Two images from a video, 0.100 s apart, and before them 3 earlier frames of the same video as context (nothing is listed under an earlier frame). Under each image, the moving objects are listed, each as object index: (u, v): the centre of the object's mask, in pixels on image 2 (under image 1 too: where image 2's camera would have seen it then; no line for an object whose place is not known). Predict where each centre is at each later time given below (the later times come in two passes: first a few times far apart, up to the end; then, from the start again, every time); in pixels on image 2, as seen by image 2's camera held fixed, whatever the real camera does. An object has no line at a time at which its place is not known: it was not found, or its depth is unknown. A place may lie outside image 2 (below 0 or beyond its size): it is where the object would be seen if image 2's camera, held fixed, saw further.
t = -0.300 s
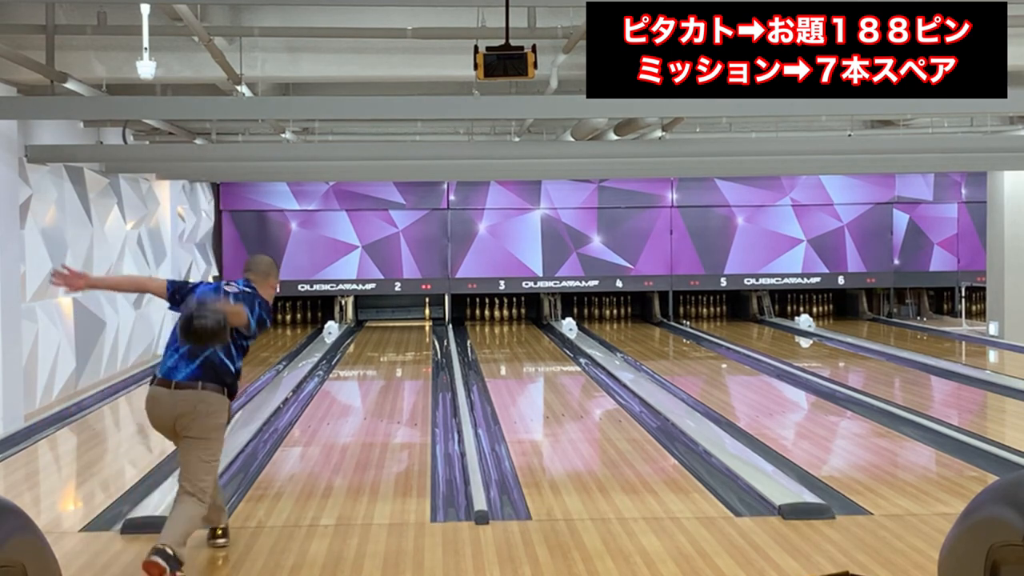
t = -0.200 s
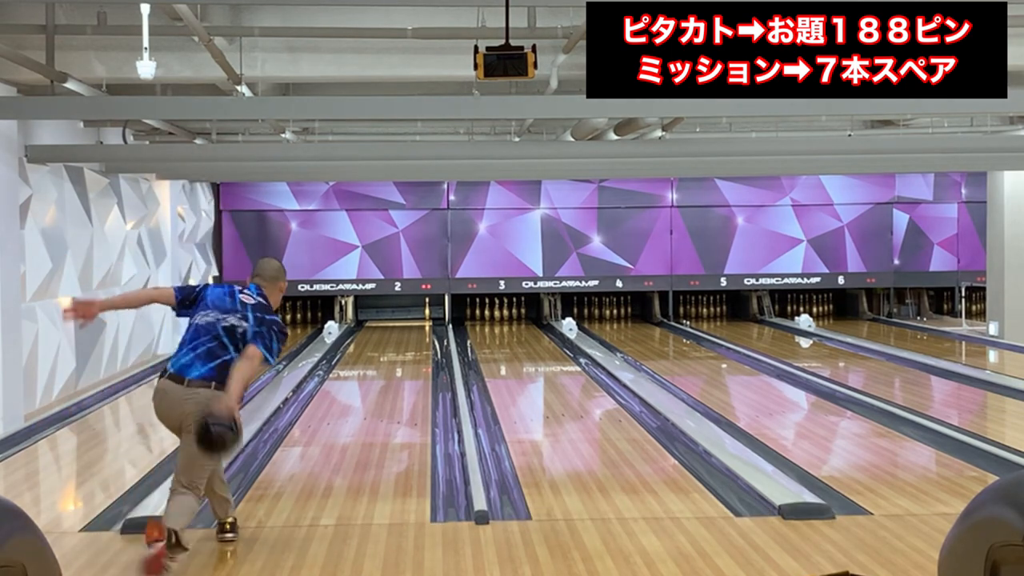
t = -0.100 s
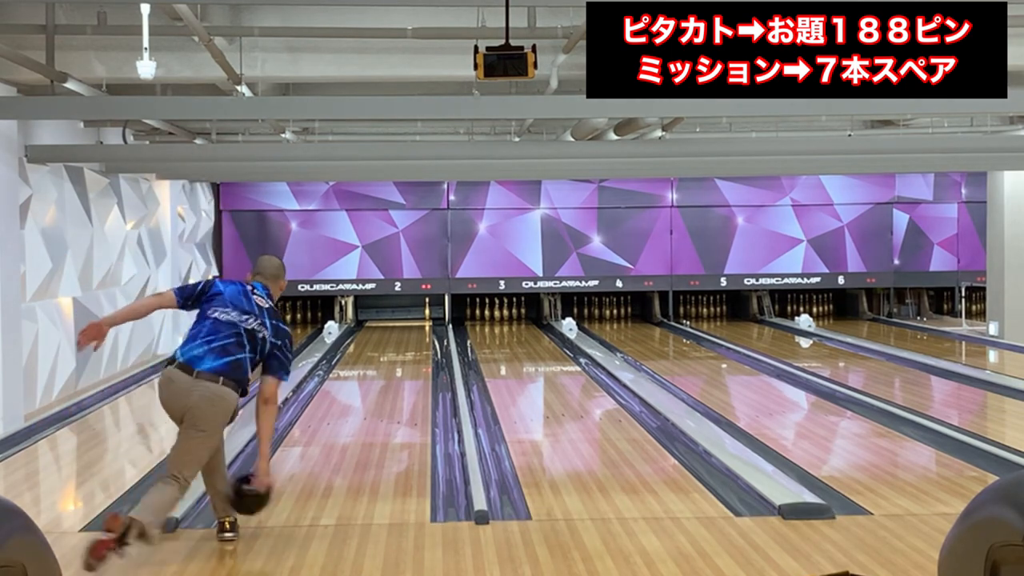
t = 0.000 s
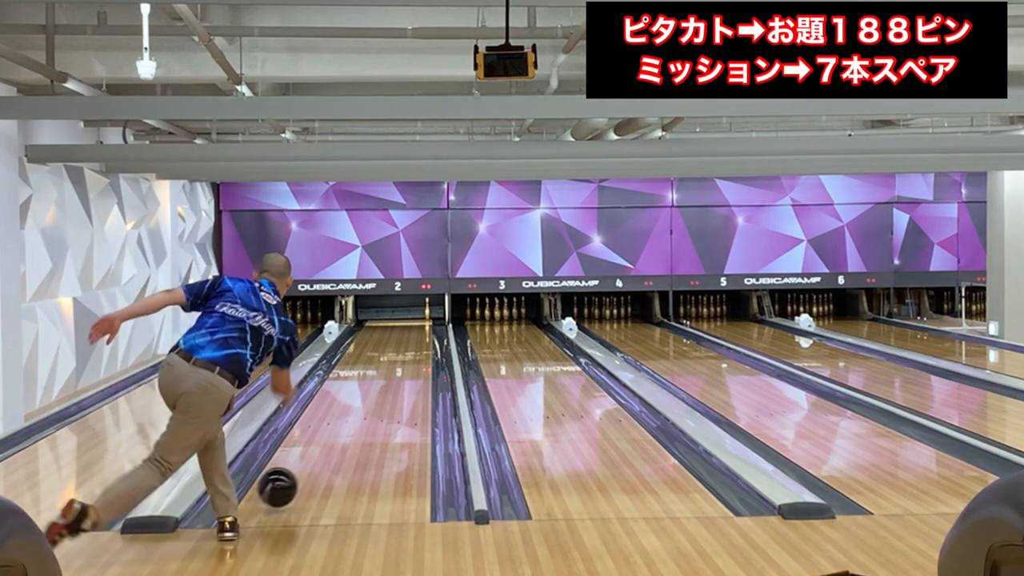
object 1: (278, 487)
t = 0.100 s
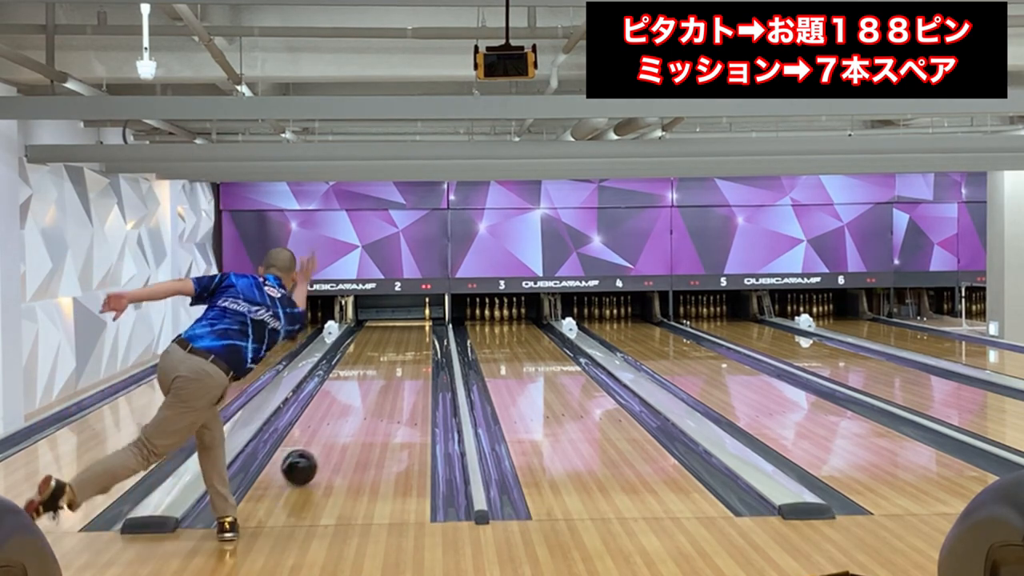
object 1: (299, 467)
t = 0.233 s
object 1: (322, 443)
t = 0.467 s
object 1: (352, 408)
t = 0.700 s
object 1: (373, 384)
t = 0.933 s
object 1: (389, 366)
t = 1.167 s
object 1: (401, 352)
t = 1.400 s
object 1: (410, 340)
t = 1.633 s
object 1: (417, 330)
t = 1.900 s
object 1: (423, 321)
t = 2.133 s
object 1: (425, 315)
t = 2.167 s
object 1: (425, 314)
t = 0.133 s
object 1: (305, 461)
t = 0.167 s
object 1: (311, 454)
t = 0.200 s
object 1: (317, 448)
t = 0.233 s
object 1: (322, 443)
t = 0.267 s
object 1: (327, 437)
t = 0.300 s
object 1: (332, 431)
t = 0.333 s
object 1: (336, 426)
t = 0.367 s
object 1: (340, 421)
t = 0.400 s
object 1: (344, 417)
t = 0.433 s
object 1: (348, 412)
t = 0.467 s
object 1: (352, 408)
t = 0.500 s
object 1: (355, 404)
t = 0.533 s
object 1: (359, 401)
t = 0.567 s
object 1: (362, 397)
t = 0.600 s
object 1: (365, 394)
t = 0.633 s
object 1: (368, 390)
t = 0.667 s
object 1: (371, 387)
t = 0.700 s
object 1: (373, 384)
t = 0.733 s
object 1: (376, 381)
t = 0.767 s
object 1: (378, 378)
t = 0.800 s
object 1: (381, 376)
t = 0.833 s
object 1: (383, 373)
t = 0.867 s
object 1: (385, 371)
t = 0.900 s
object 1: (387, 368)
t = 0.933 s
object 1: (389, 366)
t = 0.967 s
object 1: (391, 364)
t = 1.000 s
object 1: (392, 361)
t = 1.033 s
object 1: (394, 360)
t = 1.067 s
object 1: (396, 357)
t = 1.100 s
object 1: (398, 356)
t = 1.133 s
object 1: (399, 353)
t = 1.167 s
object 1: (401, 352)
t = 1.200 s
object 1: (402, 350)
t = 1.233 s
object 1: (404, 348)
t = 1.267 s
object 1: (405, 346)
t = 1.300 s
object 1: (407, 344)
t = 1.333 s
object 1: (408, 343)
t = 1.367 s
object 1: (409, 342)
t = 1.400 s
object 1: (410, 340)
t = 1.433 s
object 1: (411, 339)
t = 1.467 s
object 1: (412, 338)
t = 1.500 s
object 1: (413, 336)
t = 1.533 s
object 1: (414, 335)
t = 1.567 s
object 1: (415, 333)
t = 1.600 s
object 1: (416, 332)
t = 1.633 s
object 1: (417, 330)
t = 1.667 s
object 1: (418, 329)
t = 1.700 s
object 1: (419, 328)
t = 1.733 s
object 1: (419, 327)
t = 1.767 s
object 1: (420, 326)
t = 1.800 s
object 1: (421, 325)
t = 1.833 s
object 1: (421, 324)
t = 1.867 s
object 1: (422, 323)
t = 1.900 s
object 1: (423, 321)
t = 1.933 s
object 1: (423, 321)
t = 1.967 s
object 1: (423, 320)
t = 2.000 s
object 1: (424, 319)
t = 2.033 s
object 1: (424, 318)
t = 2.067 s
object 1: (425, 317)
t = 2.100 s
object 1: (424, 316)
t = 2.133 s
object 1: (425, 315)
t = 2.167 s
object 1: (425, 314)
